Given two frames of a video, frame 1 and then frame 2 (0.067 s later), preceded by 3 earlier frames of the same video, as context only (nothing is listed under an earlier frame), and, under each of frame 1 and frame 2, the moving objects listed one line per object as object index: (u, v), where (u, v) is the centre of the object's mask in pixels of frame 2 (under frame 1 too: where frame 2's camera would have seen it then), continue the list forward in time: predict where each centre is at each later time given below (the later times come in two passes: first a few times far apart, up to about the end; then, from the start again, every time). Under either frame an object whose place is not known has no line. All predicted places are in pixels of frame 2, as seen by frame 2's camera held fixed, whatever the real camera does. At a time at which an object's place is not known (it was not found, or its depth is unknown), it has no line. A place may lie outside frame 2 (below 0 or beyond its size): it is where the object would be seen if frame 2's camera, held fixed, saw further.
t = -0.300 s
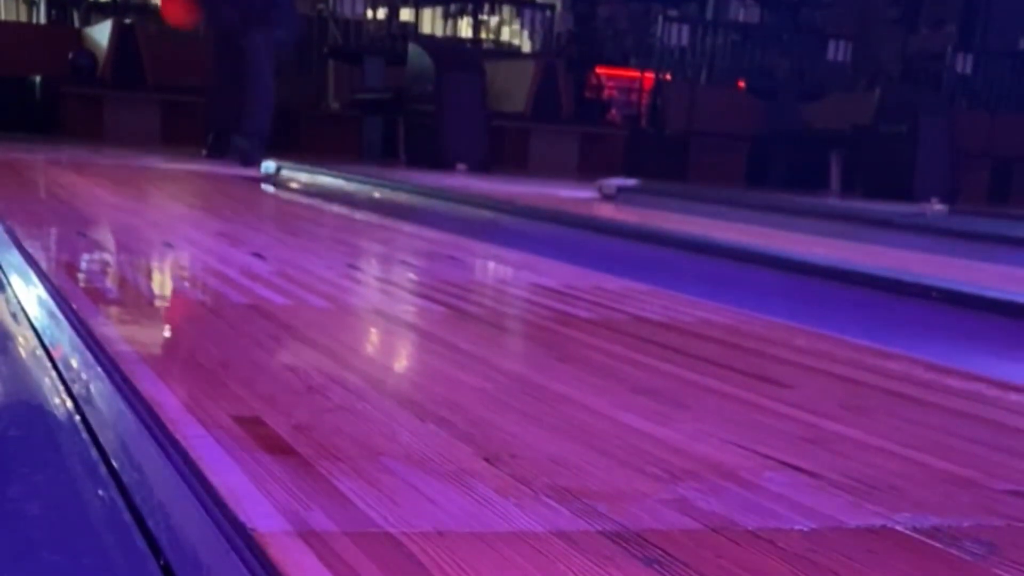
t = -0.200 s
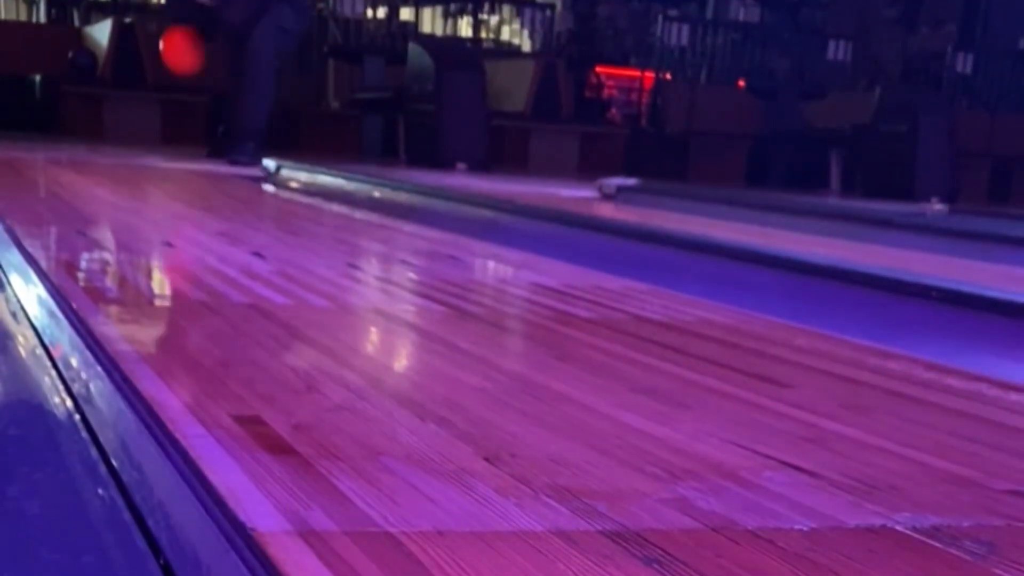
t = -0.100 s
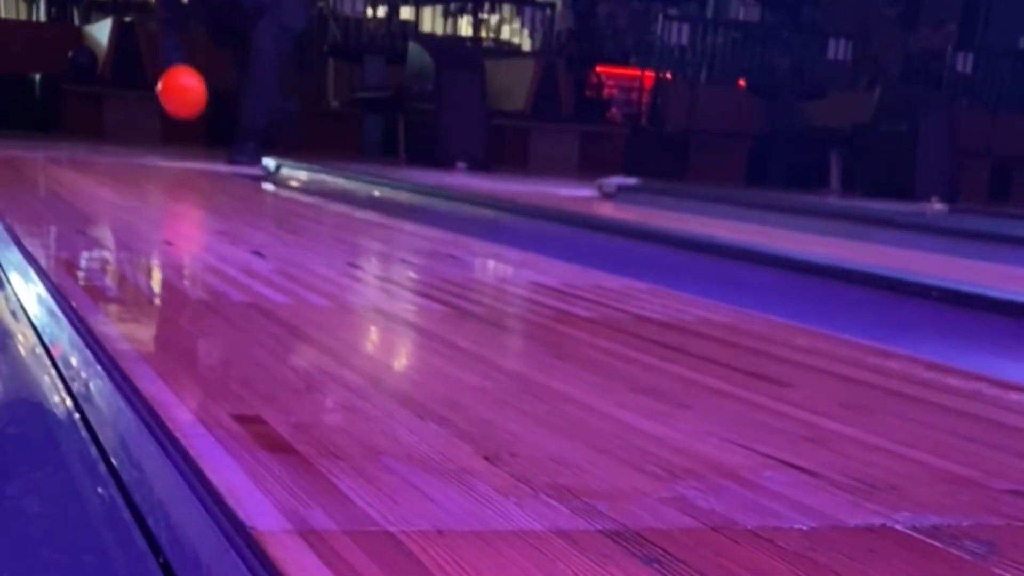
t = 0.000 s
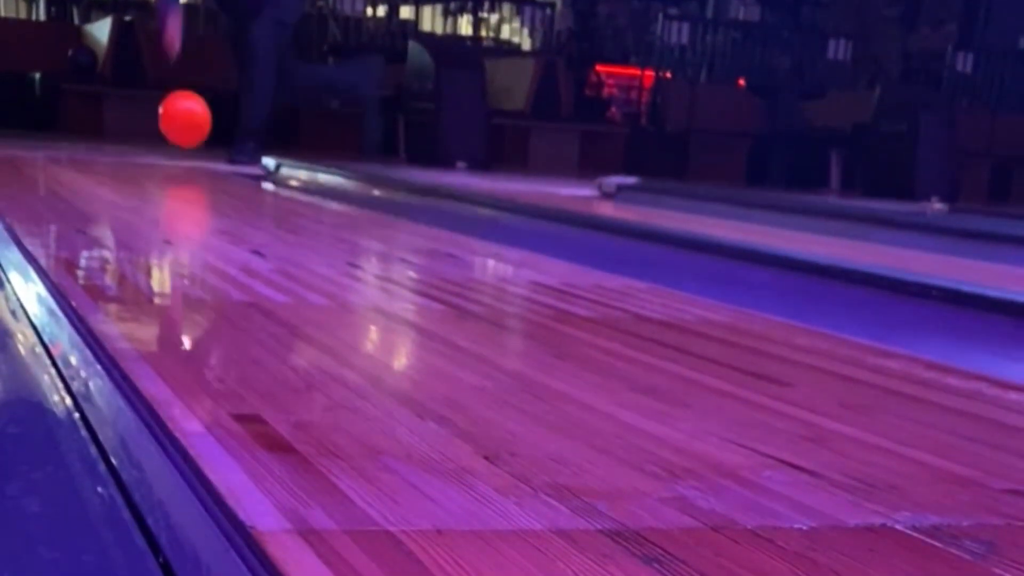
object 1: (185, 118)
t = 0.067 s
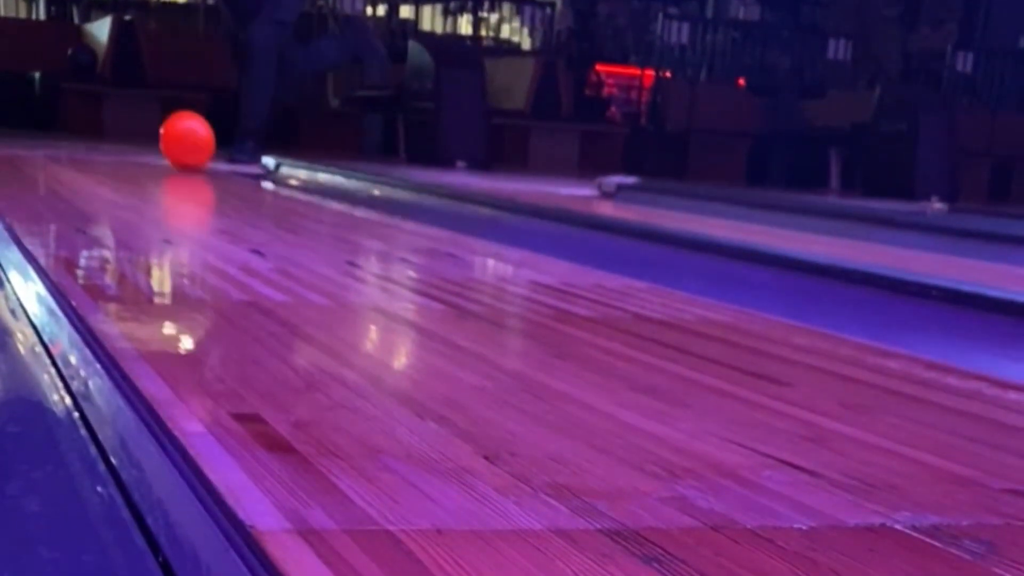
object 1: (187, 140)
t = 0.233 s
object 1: (196, 147)
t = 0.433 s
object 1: (213, 159)
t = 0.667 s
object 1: (253, 184)
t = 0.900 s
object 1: (372, 250)
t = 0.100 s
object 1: (189, 141)
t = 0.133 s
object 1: (190, 143)
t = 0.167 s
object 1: (192, 144)
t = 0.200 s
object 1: (194, 146)
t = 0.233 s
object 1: (196, 147)
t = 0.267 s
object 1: (198, 149)
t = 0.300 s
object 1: (201, 151)
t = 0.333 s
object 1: (203, 152)
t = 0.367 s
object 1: (206, 154)
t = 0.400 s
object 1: (209, 156)
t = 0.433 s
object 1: (213, 159)
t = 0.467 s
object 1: (217, 161)
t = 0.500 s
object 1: (221, 164)
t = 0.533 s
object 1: (226, 167)
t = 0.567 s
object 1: (231, 170)
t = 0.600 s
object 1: (238, 174)
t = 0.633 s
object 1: (245, 178)
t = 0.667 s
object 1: (253, 184)
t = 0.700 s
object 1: (262, 189)
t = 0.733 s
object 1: (273, 196)
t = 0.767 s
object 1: (286, 204)
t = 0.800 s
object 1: (301, 213)
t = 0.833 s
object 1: (319, 223)
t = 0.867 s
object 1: (343, 235)
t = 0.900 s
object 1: (372, 250)
